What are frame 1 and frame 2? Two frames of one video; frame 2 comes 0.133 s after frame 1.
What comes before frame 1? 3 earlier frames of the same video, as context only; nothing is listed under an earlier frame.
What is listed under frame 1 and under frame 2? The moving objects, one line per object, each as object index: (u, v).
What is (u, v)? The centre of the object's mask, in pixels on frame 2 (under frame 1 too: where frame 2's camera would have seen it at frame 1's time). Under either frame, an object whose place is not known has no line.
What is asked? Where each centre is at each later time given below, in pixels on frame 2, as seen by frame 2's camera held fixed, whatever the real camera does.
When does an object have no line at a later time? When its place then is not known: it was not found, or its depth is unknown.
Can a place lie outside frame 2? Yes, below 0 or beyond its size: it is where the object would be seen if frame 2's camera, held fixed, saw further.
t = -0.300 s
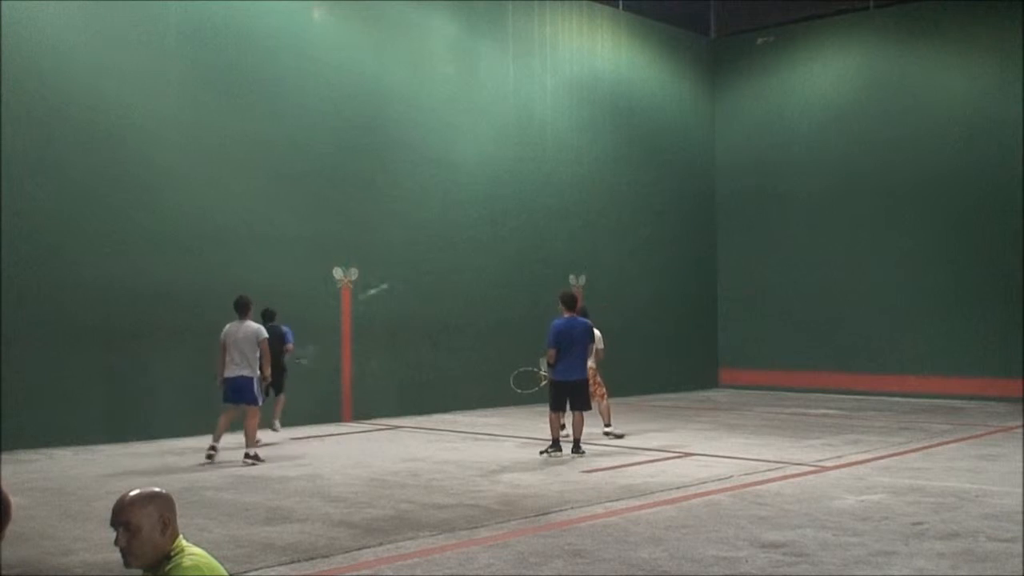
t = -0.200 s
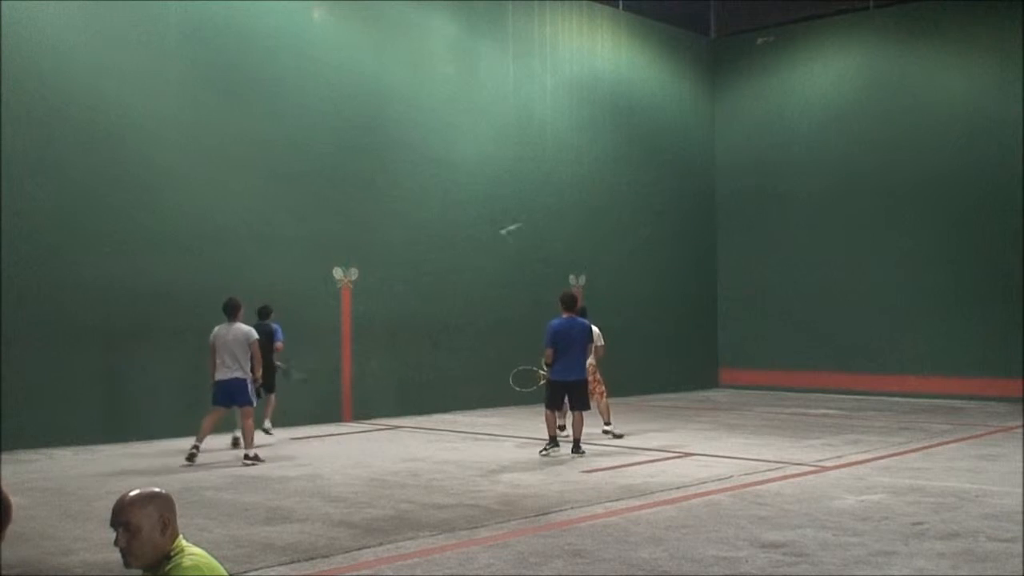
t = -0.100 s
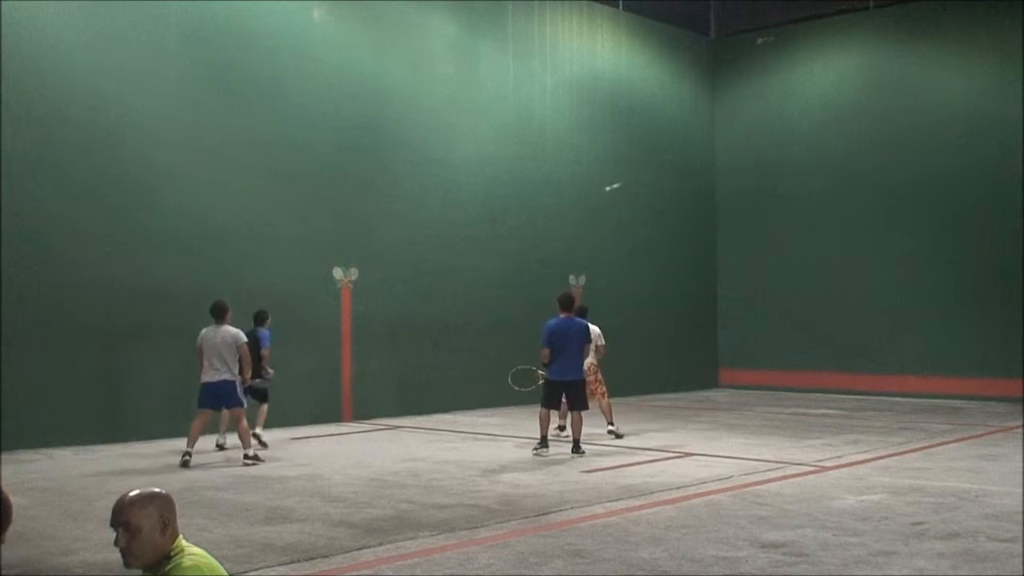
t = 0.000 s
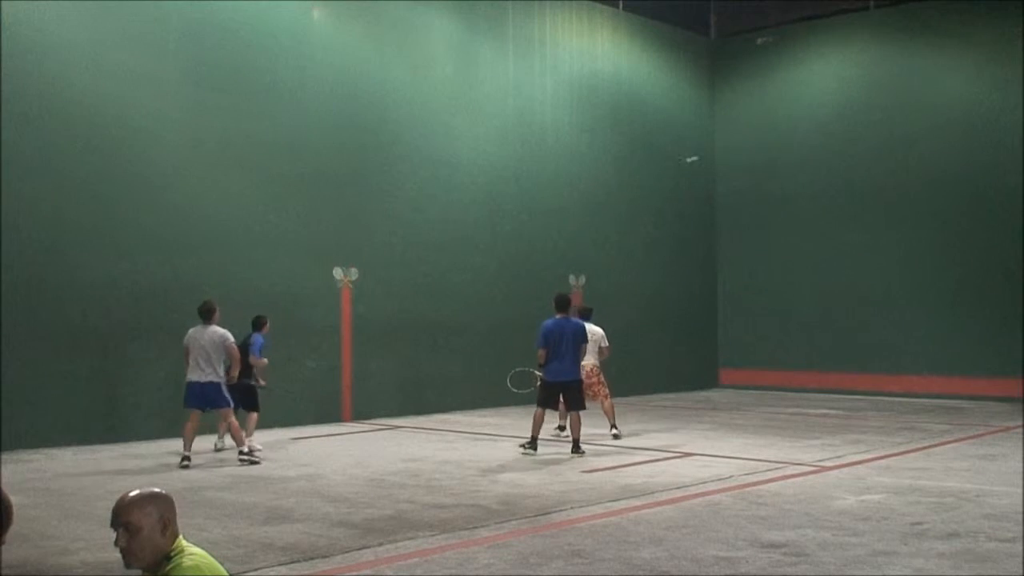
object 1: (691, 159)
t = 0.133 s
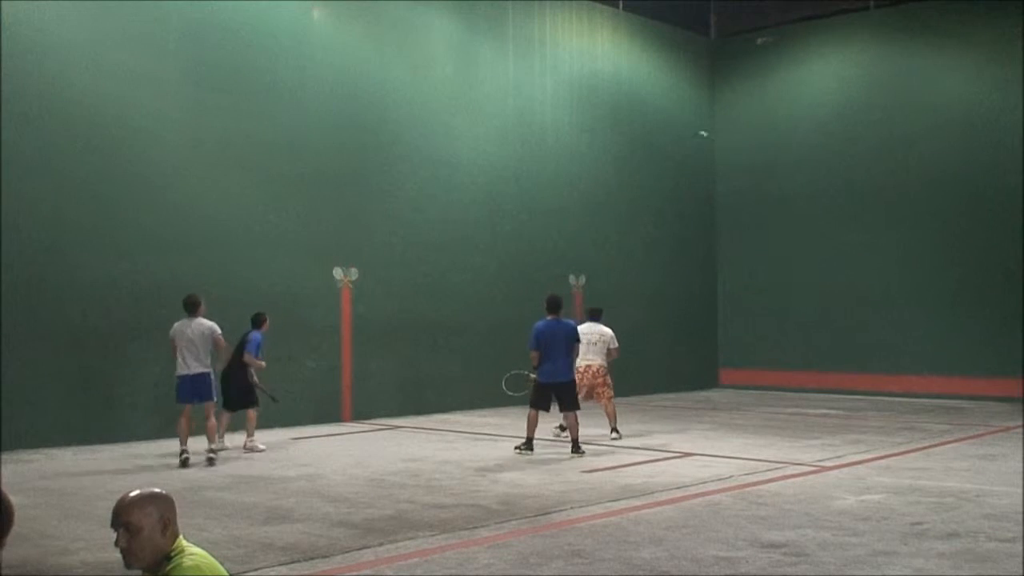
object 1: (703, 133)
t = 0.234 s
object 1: (659, 117)
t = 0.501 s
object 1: (526, 95)
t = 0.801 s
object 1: (345, 118)
